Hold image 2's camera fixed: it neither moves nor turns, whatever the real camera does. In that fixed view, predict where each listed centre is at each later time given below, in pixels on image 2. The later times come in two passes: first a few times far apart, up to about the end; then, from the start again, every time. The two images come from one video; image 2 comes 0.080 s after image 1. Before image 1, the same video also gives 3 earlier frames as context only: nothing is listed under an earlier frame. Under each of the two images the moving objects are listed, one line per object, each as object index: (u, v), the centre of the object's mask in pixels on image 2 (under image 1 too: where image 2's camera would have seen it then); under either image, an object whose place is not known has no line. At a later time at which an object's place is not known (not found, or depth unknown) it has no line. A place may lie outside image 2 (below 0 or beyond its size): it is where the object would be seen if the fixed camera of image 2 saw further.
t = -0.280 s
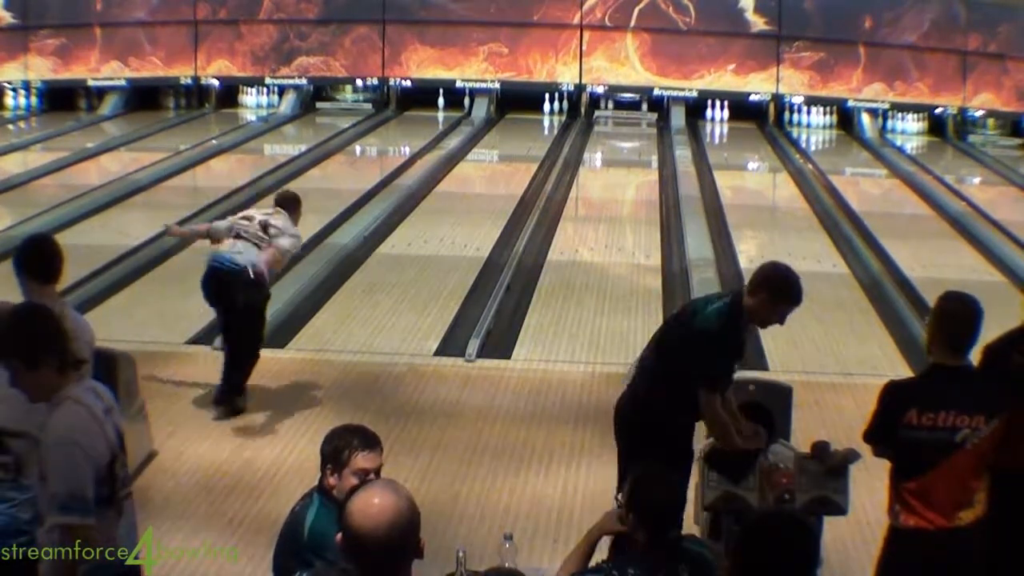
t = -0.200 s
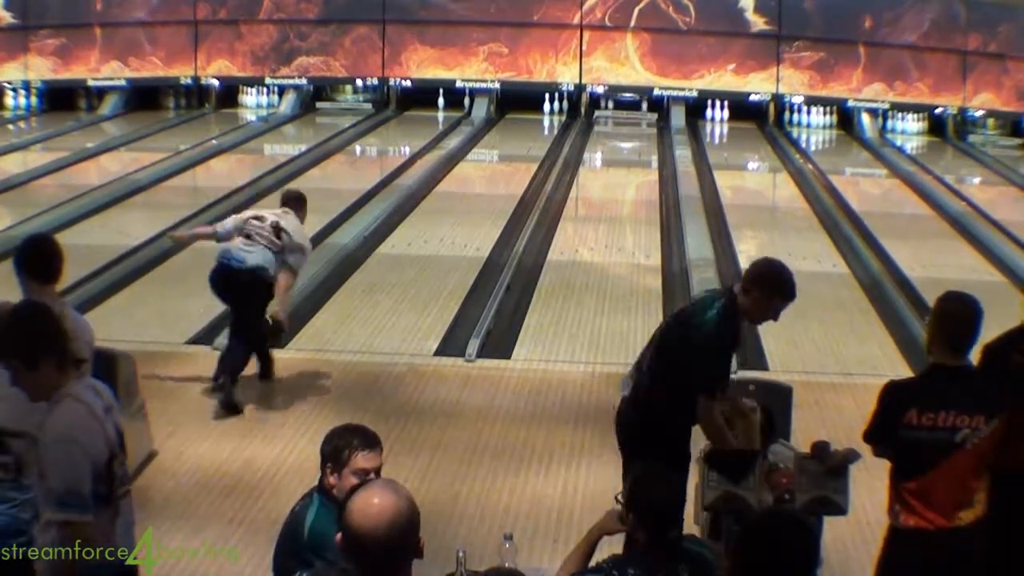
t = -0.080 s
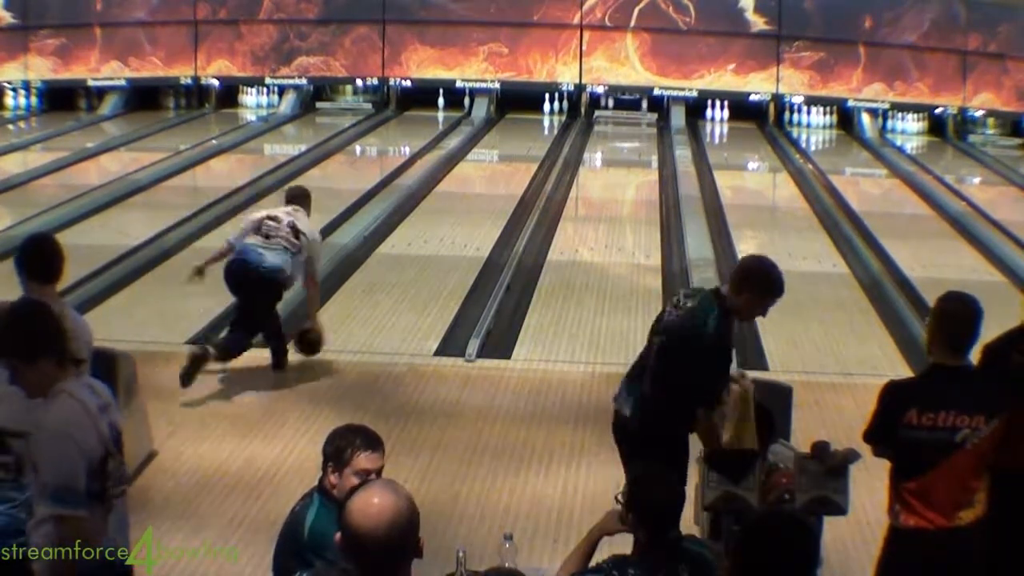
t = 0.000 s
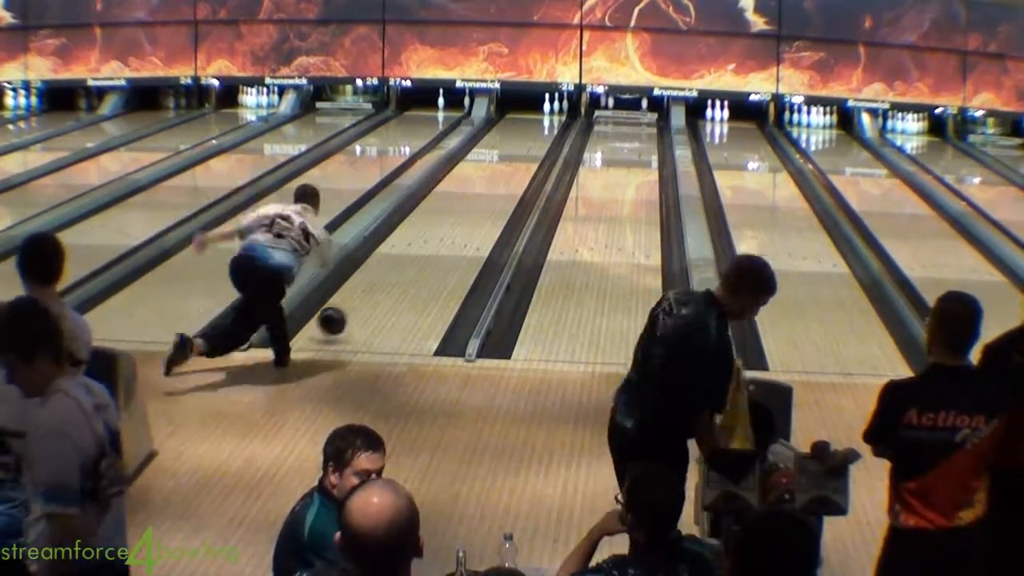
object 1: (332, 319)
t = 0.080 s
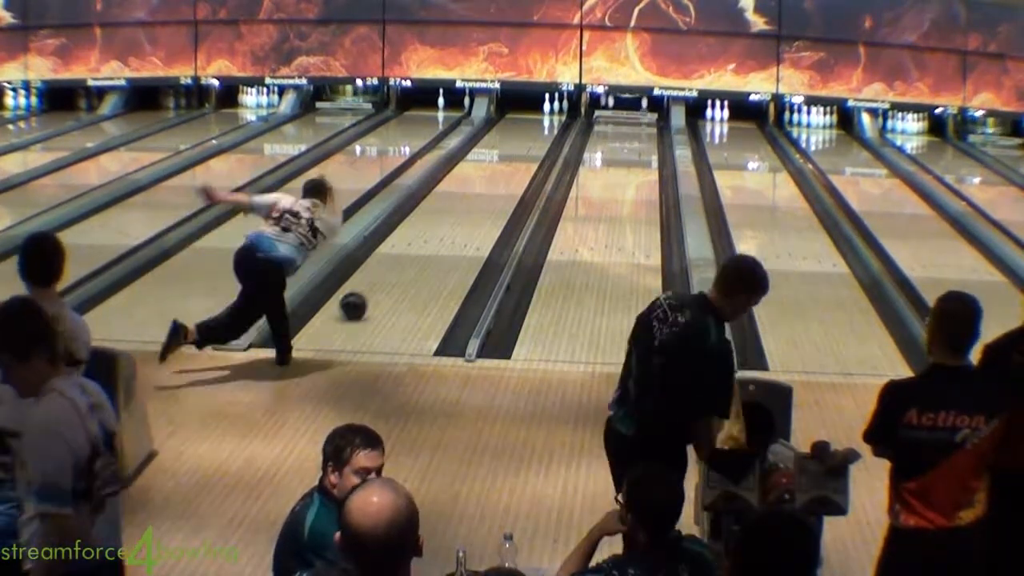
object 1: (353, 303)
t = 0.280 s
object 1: (397, 260)
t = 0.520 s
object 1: (438, 220)
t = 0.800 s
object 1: (473, 187)
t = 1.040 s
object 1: (496, 165)
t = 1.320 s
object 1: (517, 144)
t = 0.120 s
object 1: (363, 294)
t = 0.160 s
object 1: (372, 284)
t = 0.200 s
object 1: (381, 275)
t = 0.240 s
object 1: (389, 267)
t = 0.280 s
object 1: (397, 260)
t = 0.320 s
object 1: (405, 253)
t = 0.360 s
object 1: (412, 246)
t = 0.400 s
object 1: (419, 239)
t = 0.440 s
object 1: (426, 232)
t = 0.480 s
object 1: (432, 226)
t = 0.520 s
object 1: (438, 220)
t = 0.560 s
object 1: (444, 215)
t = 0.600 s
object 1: (449, 210)
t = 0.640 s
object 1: (454, 205)
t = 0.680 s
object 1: (459, 200)
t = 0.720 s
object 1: (464, 196)
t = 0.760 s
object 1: (469, 191)
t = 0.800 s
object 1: (473, 187)
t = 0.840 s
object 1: (477, 183)
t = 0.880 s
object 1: (481, 179)
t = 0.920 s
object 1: (485, 176)
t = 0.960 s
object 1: (489, 172)
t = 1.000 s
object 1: (493, 168)
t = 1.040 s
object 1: (496, 165)
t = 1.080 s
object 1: (499, 162)
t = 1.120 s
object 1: (503, 158)
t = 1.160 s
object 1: (506, 156)
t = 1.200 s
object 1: (508, 153)
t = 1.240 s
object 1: (511, 150)
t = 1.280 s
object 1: (515, 147)
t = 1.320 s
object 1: (517, 144)
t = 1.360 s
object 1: (520, 141)
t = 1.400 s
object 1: (523, 139)
